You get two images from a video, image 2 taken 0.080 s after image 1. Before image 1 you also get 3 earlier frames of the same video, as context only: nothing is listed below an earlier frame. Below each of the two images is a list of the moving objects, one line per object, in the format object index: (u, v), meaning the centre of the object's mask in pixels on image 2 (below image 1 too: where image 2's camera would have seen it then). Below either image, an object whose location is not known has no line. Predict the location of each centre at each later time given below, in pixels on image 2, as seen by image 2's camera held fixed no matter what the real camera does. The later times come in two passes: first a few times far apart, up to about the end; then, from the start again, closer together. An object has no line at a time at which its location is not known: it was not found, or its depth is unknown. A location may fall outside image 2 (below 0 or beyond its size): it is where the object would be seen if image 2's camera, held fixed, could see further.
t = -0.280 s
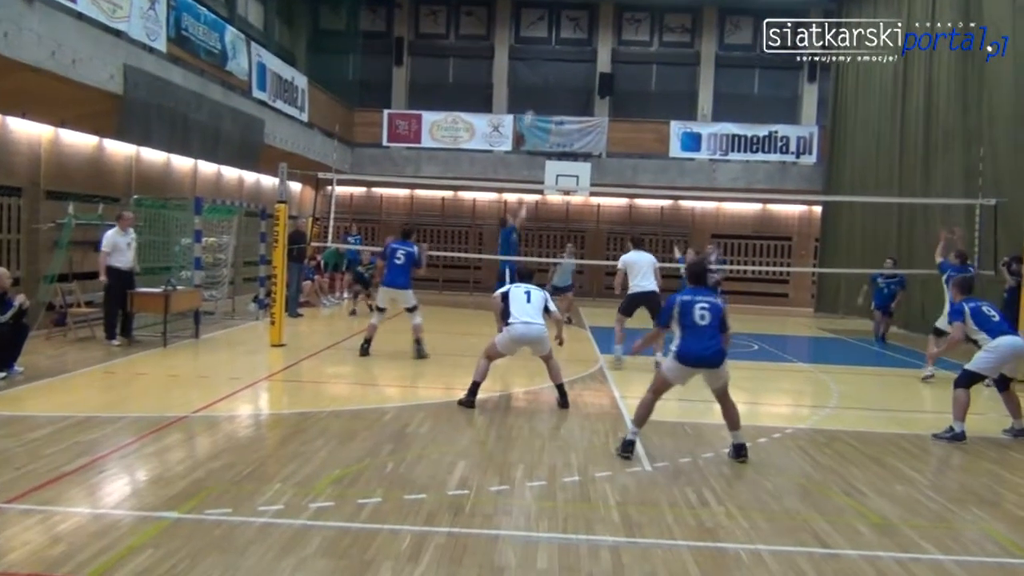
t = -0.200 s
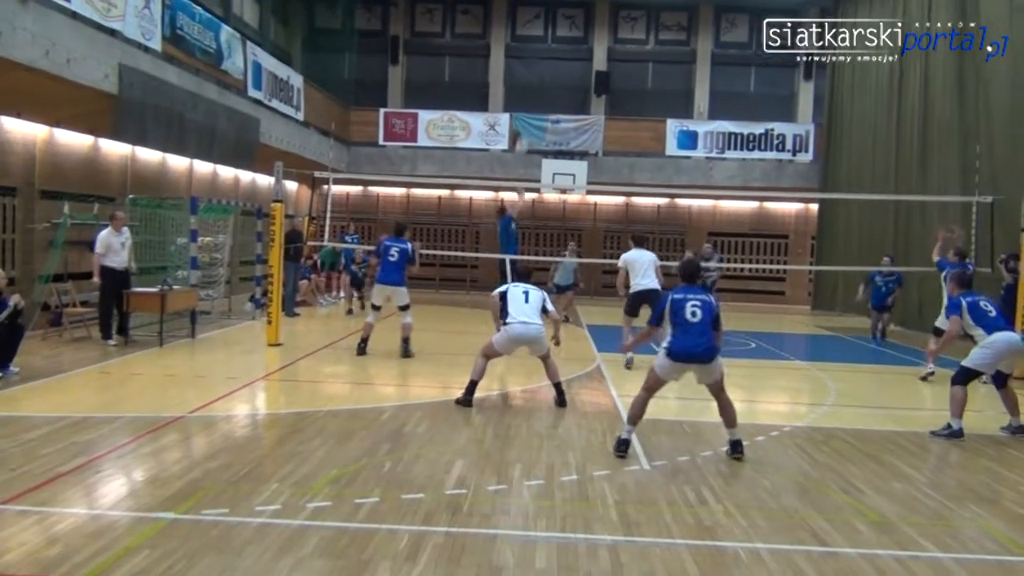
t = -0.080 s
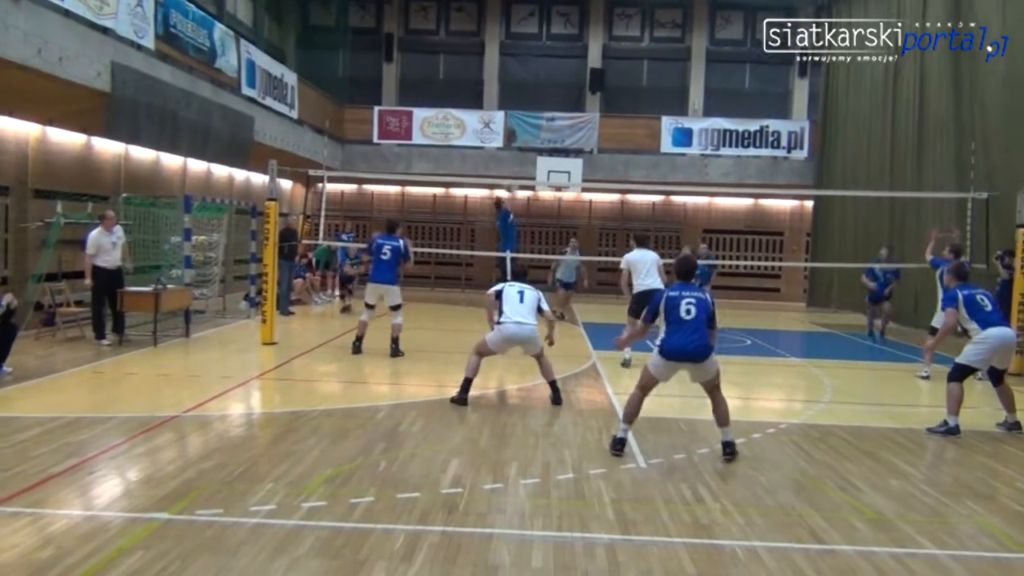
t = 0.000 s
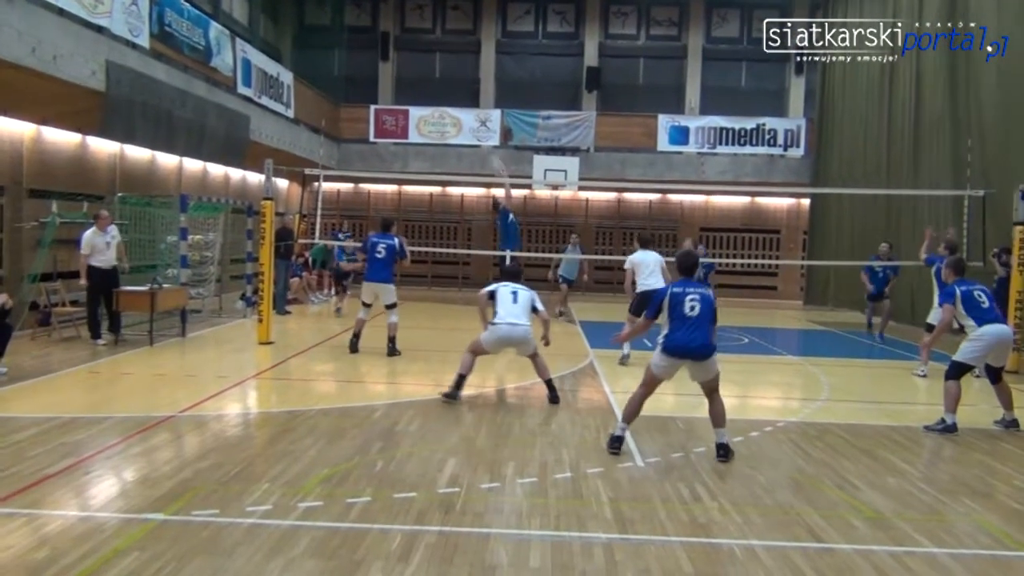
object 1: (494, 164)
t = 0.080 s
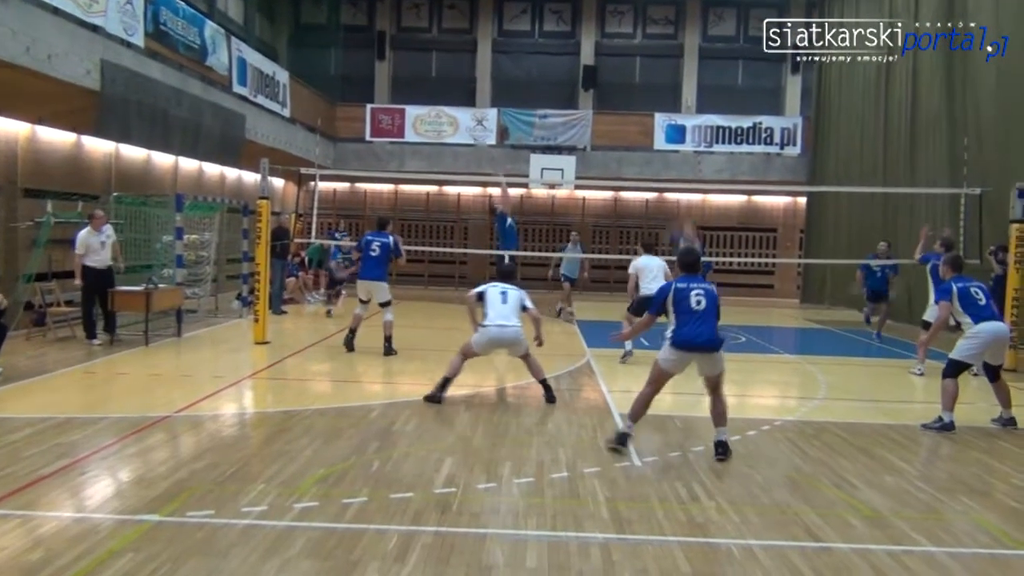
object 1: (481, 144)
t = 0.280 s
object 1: (444, 93)
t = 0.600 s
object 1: (390, 78)
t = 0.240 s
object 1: (450, 99)
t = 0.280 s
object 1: (444, 93)
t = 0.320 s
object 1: (437, 88)
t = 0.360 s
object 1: (430, 84)
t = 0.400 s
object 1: (424, 81)
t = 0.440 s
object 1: (417, 78)
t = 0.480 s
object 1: (410, 76)
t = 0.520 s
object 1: (403, 76)
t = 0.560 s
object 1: (397, 77)
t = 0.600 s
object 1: (390, 78)
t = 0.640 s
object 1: (382, 80)
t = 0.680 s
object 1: (375, 84)
